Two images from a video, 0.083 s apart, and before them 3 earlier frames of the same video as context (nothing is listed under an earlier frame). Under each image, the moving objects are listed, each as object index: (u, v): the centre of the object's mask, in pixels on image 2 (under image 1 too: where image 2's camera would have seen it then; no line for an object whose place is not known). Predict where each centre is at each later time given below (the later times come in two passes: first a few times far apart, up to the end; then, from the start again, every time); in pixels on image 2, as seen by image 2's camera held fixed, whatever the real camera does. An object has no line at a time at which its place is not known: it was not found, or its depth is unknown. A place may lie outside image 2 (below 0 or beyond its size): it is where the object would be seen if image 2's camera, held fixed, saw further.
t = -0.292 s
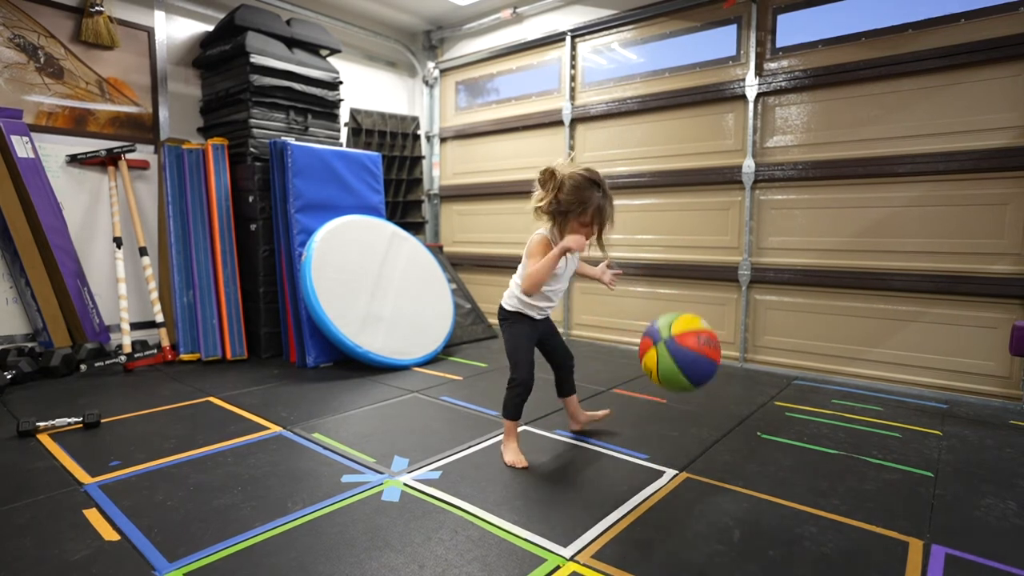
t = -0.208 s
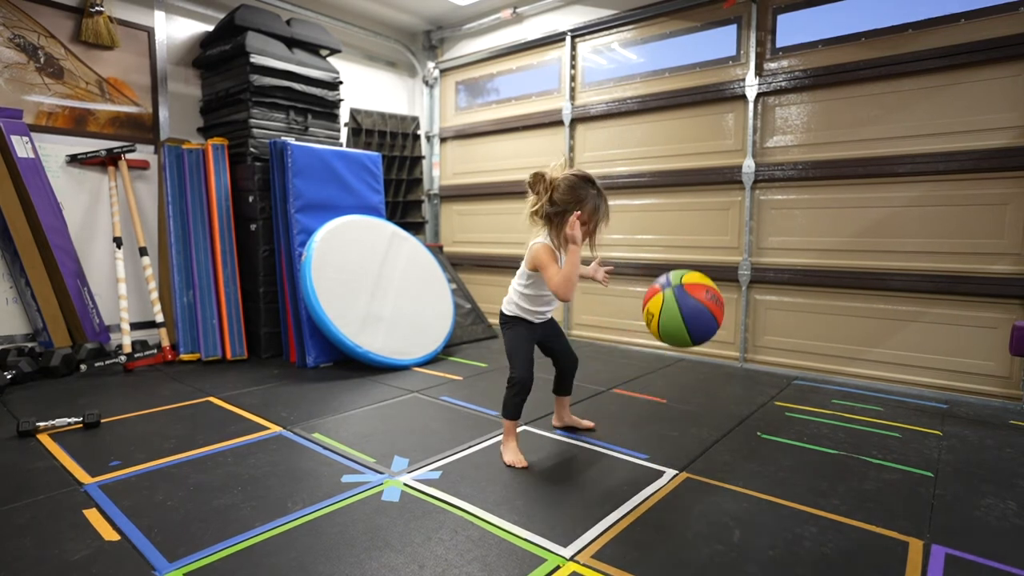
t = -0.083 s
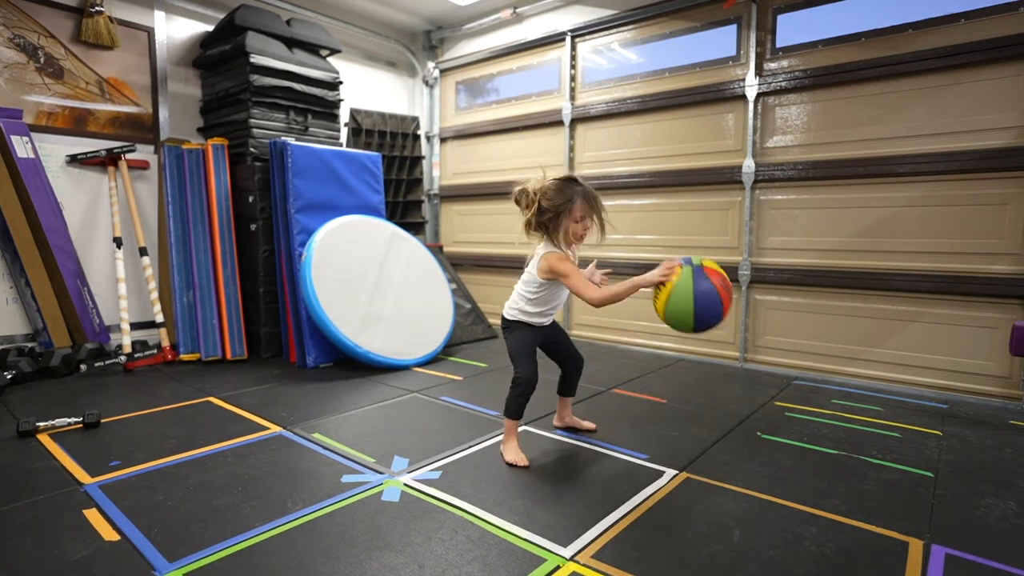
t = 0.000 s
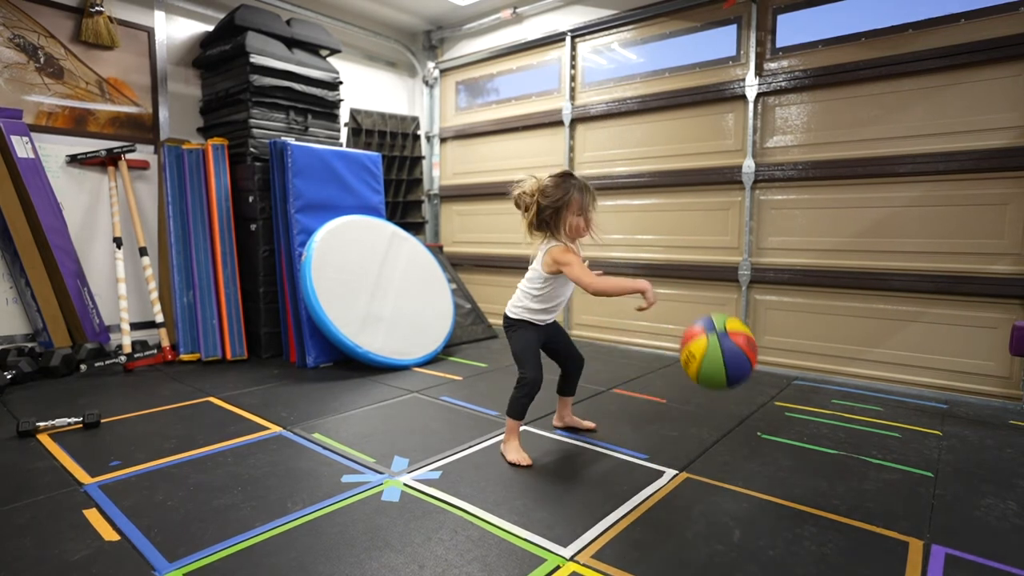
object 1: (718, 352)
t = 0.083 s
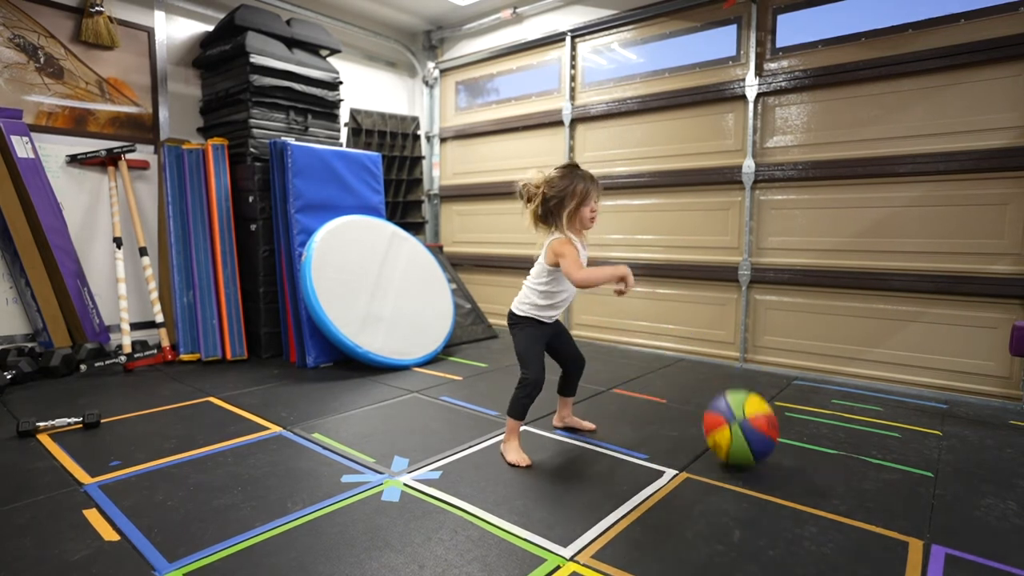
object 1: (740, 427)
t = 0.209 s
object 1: (761, 346)
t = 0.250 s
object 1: (767, 324)
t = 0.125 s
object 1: (748, 403)
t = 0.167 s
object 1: (754, 372)
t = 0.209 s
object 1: (761, 346)
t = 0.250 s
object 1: (767, 324)
